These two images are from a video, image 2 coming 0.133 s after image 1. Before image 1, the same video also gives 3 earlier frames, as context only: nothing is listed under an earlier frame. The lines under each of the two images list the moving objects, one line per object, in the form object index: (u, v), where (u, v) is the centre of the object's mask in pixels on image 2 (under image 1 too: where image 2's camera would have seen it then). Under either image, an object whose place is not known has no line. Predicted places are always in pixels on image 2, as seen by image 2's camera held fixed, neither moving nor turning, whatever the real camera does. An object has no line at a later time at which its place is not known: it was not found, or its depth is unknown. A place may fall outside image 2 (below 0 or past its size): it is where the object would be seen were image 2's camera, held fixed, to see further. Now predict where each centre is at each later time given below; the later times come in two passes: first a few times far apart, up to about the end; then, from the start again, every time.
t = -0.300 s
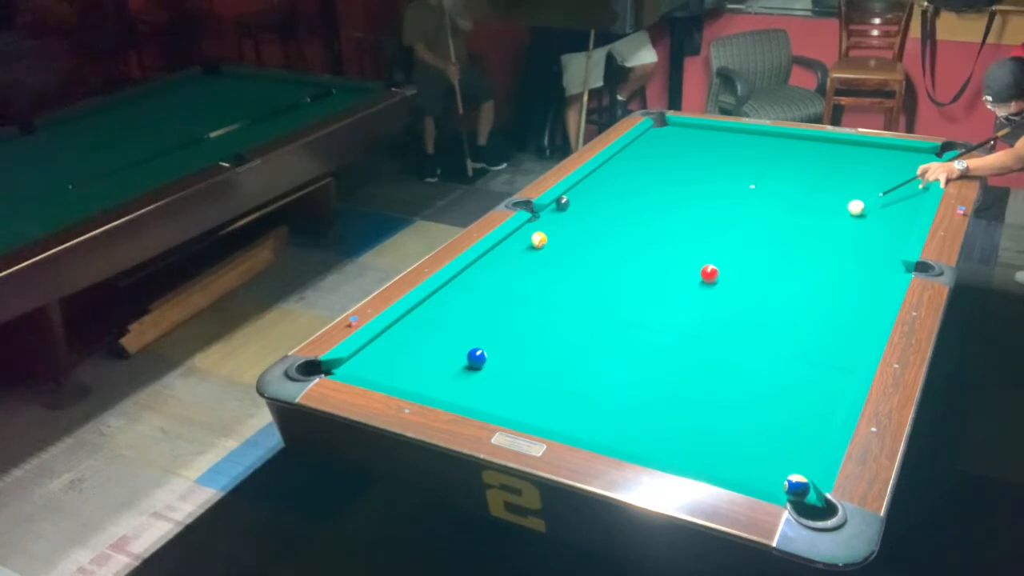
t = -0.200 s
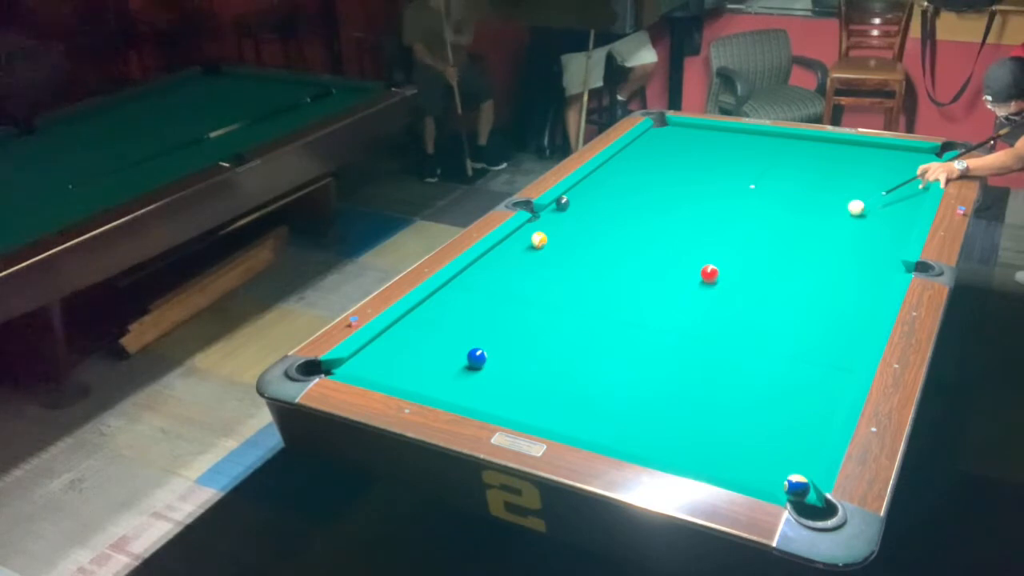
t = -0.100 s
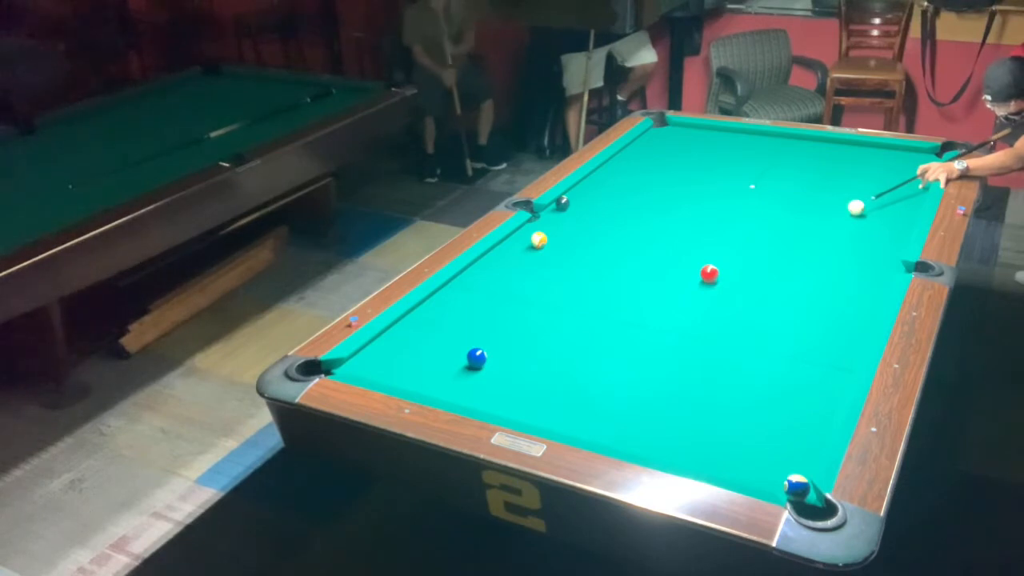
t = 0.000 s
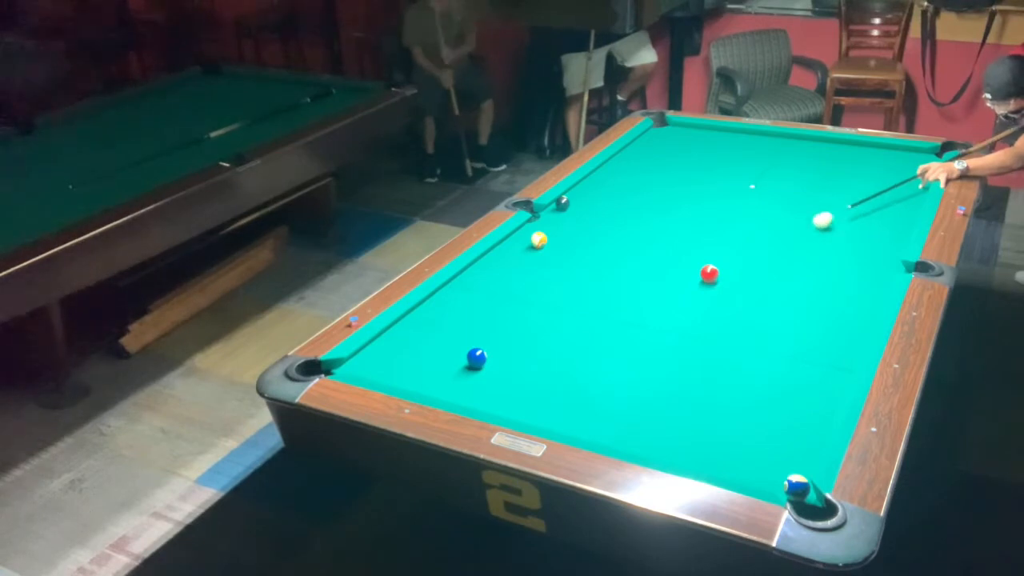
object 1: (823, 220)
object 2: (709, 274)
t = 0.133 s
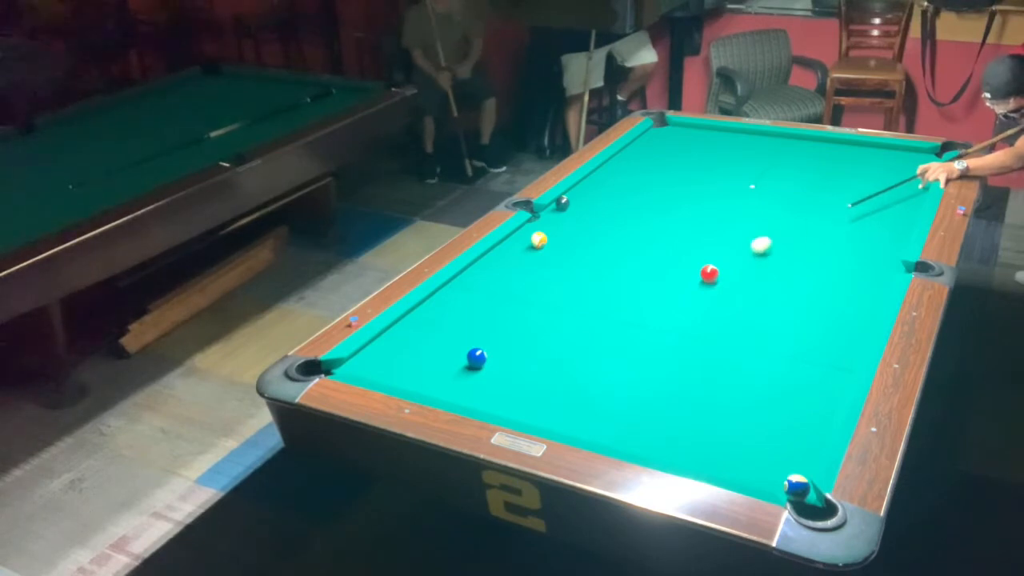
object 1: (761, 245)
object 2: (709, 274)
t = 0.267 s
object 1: (699, 264)
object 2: (709, 279)
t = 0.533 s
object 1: (583, 269)
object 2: (701, 328)
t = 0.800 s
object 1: (467, 276)
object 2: (693, 378)
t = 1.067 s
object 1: (493, 296)
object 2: (685, 437)
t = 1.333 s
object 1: (524, 317)
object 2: (704, 439)
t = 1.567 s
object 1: (551, 336)
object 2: (732, 415)
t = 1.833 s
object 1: (584, 359)
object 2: (760, 390)
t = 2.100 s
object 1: (618, 383)
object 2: (784, 367)
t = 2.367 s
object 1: (655, 409)
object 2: (806, 348)
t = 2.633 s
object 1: (693, 435)
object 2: (826, 330)
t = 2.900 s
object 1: (734, 463)
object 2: (844, 315)
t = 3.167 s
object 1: (772, 482)
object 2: (859, 301)
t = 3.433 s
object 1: (777, 477)
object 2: (874, 289)
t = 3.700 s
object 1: (781, 473)
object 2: (881, 277)
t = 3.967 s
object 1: (783, 469)
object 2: (882, 267)
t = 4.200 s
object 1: (784, 467)
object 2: (881, 259)
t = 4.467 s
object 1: (785, 466)
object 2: (881, 251)
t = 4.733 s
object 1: (785, 466)
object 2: (881, 243)
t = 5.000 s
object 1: (785, 466)
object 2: (881, 237)
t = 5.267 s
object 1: (785, 466)
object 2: (882, 232)
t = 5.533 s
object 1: (785, 466)
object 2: (882, 227)
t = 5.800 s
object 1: (785, 466)
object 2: (883, 223)
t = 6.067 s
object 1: (785, 466)
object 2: (884, 221)
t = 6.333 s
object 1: (785, 466)
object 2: (885, 218)
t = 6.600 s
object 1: (785, 466)
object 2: (885, 216)
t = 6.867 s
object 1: (785, 466)
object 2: (886, 215)
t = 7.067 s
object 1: (785, 466)
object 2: (886, 215)
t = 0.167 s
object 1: (746, 252)
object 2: (709, 274)
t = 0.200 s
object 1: (731, 257)
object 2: (709, 274)
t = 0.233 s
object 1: (716, 262)
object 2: (709, 275)
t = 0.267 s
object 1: (699, 264)
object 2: (709, 279)
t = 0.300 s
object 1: (685, 265)
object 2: (707, 285)
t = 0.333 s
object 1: (671, 265)
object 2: (706, 292)
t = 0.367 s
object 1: (656, 265)
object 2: (706, 298)
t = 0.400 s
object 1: (642, 265)
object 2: (705, 305)
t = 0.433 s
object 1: (627, 266)
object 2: (704, 311)
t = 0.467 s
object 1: (613, 267)
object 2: (703, 317)
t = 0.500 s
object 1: (598, 268)
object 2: (702, 322)
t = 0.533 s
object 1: (583, 269)
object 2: (701, 328)
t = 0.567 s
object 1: (568, 270)
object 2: (701, 334)
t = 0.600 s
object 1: (554, 271)
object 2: (699, 340)
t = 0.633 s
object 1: (539, 272)
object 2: (698, 346)
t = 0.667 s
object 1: (525, 273)
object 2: (697, 352)
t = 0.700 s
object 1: (510, 273)
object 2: (697, 359)
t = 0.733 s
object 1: (496, 274)
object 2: (696, 365)
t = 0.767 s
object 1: (481, 275)
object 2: (695, 372)
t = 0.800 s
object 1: (467, 276)
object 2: (693, 378)
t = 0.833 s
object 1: (463, 279)
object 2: (692, 385)
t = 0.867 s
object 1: (469, 281)
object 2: (691, 392)
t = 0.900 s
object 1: (474, 284)
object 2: (690, 399)
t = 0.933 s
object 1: (479, 286)
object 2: (689, 406)
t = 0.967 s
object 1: (482, 289)
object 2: (688, 414)
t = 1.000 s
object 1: (486, 291)
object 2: (687, 422)
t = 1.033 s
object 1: (490, 294)
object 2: (686, 429)
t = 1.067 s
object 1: (493, 296)
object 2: (685, 437)
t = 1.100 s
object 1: (497, 299)
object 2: (683, 446)
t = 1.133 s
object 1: (500, 301)
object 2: (682, 452)
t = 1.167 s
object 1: (504, 304)
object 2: (682, 457)
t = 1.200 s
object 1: (508, 306)
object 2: (686, 454)
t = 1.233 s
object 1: (512, 309)
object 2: (691, 450)
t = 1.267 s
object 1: (516, 312)
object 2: (696, 447)
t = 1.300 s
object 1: (520, 314)
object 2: (700, 443)
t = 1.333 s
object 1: (524, 317)
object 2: (704, 439)
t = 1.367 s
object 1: (527, 320)
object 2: (708, 436)
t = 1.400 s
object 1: (531, 322)
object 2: (712, 432)
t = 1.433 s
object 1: (535, 325)
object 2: (716, 429)
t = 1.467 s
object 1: (539, 328)
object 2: (720, 425)
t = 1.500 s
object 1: (543, 330)
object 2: (724, 421)
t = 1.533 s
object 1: (547, 333)
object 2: (728, 418)
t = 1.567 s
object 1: (551, 336)
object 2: (732, 415)
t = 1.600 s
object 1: (555, 339)
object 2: (735, 411)
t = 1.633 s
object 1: (559, 342)
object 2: (739, 408)
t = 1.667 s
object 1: (563, 344)
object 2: (743, 405)
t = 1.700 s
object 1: (567, 347)
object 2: (746, 402)
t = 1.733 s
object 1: (571, 350)
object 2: (750, 398)
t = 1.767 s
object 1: (575, 353)
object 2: (753, 396)
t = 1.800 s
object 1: (580, 356)
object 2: (756, 393)
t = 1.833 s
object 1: (584, 359)
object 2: (760, 390)
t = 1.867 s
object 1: (588, 362)
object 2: (763, 387)
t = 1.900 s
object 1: (592, 365)
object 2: (766, 384)
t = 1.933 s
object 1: (596, 368)
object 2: (769, 381)
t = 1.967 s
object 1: (601, 371)
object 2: (772, 378)
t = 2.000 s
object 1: (605, 374)
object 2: (776, 375)
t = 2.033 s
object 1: (609, 377)
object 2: (778, 372)
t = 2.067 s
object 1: (614, 380)
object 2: (782, 370)
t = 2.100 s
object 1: (618, 383)
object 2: (784, 367)
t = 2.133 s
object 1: (623, 387)
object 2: (787, 364)
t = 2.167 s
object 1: (627, 390)
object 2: (790, 362)
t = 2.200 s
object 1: (632, 393)
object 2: (793, 360)
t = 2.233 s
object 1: (636, 396)
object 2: (796, 357)
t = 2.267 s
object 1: (641, 399)
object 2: (798, 355)
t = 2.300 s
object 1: (646, 402)
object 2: (801, 352)
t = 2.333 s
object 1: (650, 405)
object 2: (804, 350)
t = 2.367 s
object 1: (655, 409)
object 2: (806, 348)
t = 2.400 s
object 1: (659, 412)
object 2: (809, 346)
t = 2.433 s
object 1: (664, 415)
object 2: (812, 343)
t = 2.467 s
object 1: (669, 419)
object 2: (814, 341)
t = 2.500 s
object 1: (674, 422)
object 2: (817, 339)
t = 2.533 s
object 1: (678, 425)
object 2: (819, 336)
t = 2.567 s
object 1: (684, 429)
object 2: (821, 334)
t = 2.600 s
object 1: (689, 432)
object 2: (824, 332)
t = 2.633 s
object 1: (693, 435)
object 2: (826, 330)
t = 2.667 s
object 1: (698, 439)
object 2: (828, 328)
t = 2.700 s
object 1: (704, 442)
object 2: (830, 326)
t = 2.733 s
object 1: (709, 446)
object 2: (833, 324)
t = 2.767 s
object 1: (714, 449)
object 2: (835, 322)
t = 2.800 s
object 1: (719, 452)
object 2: (837, 320)
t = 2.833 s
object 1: (723, 456)
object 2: (839, 319)
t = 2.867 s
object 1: (729, 460)
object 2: (841, 317)
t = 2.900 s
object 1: (734, 463)
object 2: (844, 315)
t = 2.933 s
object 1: (739, 466)
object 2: (846, 313)
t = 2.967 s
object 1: (745, 468)
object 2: (848, 311)
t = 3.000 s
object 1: (750, 471)
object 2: (850, 309)
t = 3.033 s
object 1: (755, 473)
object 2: (852, 308)
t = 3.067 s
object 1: (760, 476)
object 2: (854, 306)
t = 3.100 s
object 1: (765, 479)
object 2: (856, 304)
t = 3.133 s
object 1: (770, 482)
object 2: (858, 302)
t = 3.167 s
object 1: (772, 482)
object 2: (859, 301)
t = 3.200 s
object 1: (774, 482)
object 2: (861, 299)
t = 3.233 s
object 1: (776, 483)
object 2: (863, 297)
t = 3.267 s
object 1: (776, 482)
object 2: (865, 296)
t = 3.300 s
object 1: (777, 482)
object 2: (867, 294)
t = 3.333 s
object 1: (778, 482)
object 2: (869, 293)
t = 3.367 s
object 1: (777, 480)
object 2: (871, 291)
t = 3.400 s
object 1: (777, 479)
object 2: (872, 290)
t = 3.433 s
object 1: (777, 477)
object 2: (874, 289)
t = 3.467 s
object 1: (778, 477)
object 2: (876, 287)
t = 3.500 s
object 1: (779, 476)
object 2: (877, 286)
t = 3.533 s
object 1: (779, 475)
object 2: (879, 284)
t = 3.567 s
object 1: (779, 475)
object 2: (880, 283)
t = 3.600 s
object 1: (780, 474)
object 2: (881, 281)
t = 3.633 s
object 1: (780, 474)
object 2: (881, 280)
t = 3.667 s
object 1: (780, 473)
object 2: (881, 278)
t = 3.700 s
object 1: (781, 473)
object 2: (881, 277)
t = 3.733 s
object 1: (781, 472)
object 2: (881, 276)
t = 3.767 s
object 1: (781, 471)
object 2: (882, 275)
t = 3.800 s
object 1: (782, 471)
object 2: (881, 273)
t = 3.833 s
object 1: (782, 471)
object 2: (881, 272)
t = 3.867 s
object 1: (782, 470)
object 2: (882, 271)
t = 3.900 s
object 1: (782, 470)
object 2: (882, 269)
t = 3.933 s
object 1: (783, 469)
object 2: (881, 268)
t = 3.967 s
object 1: (783, 469)
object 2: (882, 267)
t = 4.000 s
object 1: (783, 469)
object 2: (881, 266)
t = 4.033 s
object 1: (783, 468)
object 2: (881, 264)
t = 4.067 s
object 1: (783, 468)
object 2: (881, 263)
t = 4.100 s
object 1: (784, 468)
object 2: (881, 262)
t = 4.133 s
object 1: (784, 467)
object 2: (881, 261)
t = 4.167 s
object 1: (784, 467)
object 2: (881, 260)
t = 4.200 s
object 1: (784, 467)
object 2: (881, 259)
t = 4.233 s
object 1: (785, 467)
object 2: (881, 258)
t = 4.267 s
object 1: (785, 467)
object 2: (881, 256)
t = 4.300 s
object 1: (785, 467)
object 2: (881, 255)
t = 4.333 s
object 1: (785, 467)
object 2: (881, 254)
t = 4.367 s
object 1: (785, 467)
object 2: (881, 254)
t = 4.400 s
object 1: (785, 466)
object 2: (881, 253)
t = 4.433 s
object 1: (785, 466)
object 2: (881, 252)
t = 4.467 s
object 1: (785, 466)
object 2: (881, 251)
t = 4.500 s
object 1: (786, 466)
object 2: (881, 250)
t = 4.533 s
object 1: (786, 466)
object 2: (881, 249)
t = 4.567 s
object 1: (785, 466)
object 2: (881, 248)
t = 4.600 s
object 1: (785, 466)
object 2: (881, 247)
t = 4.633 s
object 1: (785, 466)
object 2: (881, 246)
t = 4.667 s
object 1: (785, 466)
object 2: (881, 245)
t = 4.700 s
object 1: (785, 466)
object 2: (881, 244)
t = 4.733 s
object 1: (785, 466)
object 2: (881, 243)
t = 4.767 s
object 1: (786, 466)
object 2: (881, 243)
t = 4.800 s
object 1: (786, 466)
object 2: (881, 242)
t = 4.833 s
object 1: (785, 466)
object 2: (881, 241)
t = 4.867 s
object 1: (785, 466)
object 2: (881, 240)
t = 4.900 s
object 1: (785, 466)
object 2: (881, 239)
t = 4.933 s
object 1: (785, 466)
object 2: (881, 239)
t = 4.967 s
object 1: (785, 466)
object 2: (881, 238)
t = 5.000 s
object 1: (785, 466)
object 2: (881, 237)
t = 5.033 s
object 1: (785, 466)
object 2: (881, 236)
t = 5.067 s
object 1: (785, 466)
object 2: (881, 236)
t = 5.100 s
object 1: (785, 466)
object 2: (881, 235)
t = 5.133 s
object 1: (785, 466)
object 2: (881, 234)
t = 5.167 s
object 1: (785, 466)
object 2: (881, 234)
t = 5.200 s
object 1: (785, 466)
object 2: (881, 233)
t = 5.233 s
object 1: (785, 466)
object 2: (882, 233)
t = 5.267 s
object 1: (785, 466)
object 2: (882, 232)
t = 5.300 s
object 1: (785, 466)
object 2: (882, 231)
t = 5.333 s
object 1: (785, 466)
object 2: (882, 231)
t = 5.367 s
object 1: (785, 466)
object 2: (882, 230)
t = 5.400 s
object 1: (785, 466)
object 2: (882, 229)
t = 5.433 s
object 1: (785, 466)
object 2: (882, 229)
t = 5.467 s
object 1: (785, 466)
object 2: (882, 228)
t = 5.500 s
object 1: (785, 466)
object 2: (882, 228)
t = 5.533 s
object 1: (785, 466)
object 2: (882, 227)
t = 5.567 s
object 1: (785, 466)
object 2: (882, 227)
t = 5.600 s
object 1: (785, 466)
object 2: (883, 226)
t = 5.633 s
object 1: (785, 466)
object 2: (883, 226)
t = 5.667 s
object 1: (785, 466)
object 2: (883, 225)
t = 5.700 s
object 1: (785, 466)
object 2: (883, 225)
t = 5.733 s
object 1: (785, 466)
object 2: (883, 224)
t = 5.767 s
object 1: (785, 466)
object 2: (883, 224)
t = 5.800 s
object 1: (785, 466)
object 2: (883, 223)
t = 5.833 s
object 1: (785, 466)
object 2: (883, 223)
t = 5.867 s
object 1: (785, 466)
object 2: (883, 223)
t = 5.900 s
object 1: (785, 466)
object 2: (883, 222)
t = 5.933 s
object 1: (785, 466)
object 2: (883, 222)
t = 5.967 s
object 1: (785, 466)
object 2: (883, 222)
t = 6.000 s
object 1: (785, 466)
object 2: (884, 221)
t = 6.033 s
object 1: (785, 466)
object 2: (884, 221)
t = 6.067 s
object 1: (785, 466)
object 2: (884, 221)
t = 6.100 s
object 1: (785, 466)
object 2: (884, 220)
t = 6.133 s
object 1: (785, 466)
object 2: (884, 220)
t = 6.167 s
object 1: (785, 466)
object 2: (884, 220)
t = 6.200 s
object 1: (785, 466)
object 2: (884, 219)
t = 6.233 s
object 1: (785, 466)
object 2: (884, 219)
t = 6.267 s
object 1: (785, 466)
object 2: (884, 218)
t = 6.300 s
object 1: (785, 466)
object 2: (884, 219)
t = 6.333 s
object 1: (785, 466)
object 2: (885, 218)
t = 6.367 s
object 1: (785, 466)
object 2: (885, 218)
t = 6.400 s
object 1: (785, 466)
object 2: (885, 217)
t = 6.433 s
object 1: (785, 466)
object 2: (885, 217)
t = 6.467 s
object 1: (785, 466)
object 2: (885, 217)
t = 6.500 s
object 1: (785, 466)
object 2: (885, 217)
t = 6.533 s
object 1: (785, 466)
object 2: (885, 216)
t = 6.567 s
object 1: (785, 466)
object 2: (885, 216)
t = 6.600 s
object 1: (785, 466)
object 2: (885, 216)
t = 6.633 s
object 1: (785, 466)
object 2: (885, 216)
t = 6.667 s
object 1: (785, 466)
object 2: (885, 216)
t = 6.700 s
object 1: (785, 466)
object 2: (886, 216)
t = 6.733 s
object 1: (785, 466)
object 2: (886, 215)
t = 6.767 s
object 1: (785, 466)
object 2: (886, 215)
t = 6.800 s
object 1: (785, 466)
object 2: (886, 215)
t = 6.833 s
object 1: (785, 466)
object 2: (886, 215)
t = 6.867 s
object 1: (785, 466)
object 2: (886, 215)
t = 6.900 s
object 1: (785, 466)
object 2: (886, 215)
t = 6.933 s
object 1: (785, 466)
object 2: (886, 215)
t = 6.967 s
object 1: (785, 466)
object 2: (886, 215)
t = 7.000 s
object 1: (785, 466)
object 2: (886, 215)
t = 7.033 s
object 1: (785, 466)
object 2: (886, 215)
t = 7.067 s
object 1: (785, 466)
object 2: (886, 215)
